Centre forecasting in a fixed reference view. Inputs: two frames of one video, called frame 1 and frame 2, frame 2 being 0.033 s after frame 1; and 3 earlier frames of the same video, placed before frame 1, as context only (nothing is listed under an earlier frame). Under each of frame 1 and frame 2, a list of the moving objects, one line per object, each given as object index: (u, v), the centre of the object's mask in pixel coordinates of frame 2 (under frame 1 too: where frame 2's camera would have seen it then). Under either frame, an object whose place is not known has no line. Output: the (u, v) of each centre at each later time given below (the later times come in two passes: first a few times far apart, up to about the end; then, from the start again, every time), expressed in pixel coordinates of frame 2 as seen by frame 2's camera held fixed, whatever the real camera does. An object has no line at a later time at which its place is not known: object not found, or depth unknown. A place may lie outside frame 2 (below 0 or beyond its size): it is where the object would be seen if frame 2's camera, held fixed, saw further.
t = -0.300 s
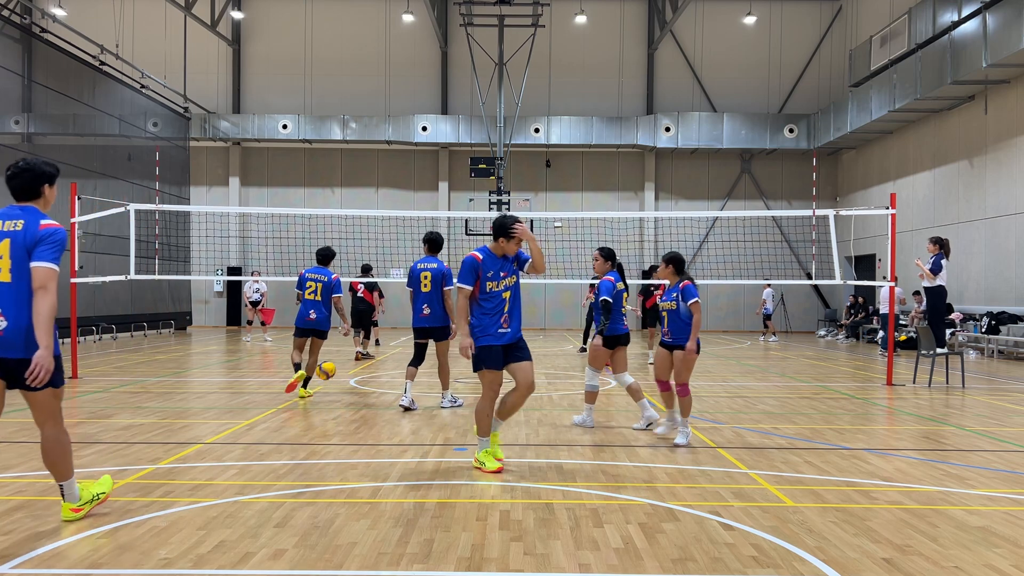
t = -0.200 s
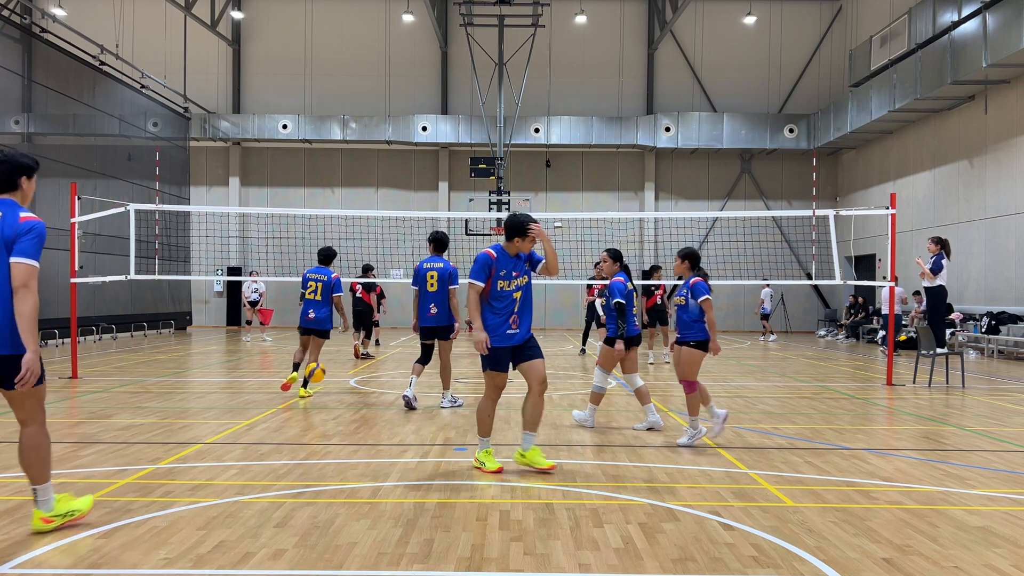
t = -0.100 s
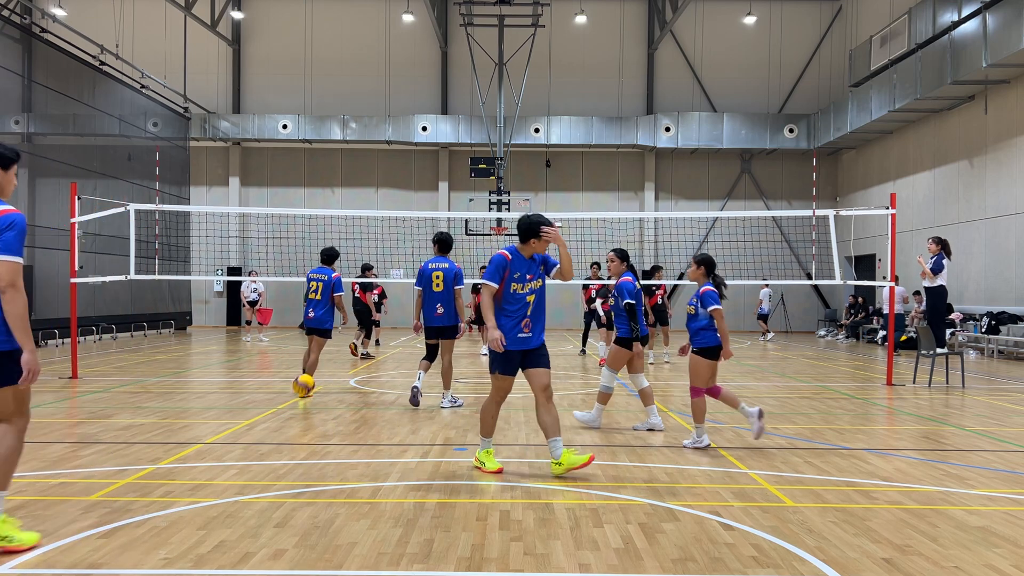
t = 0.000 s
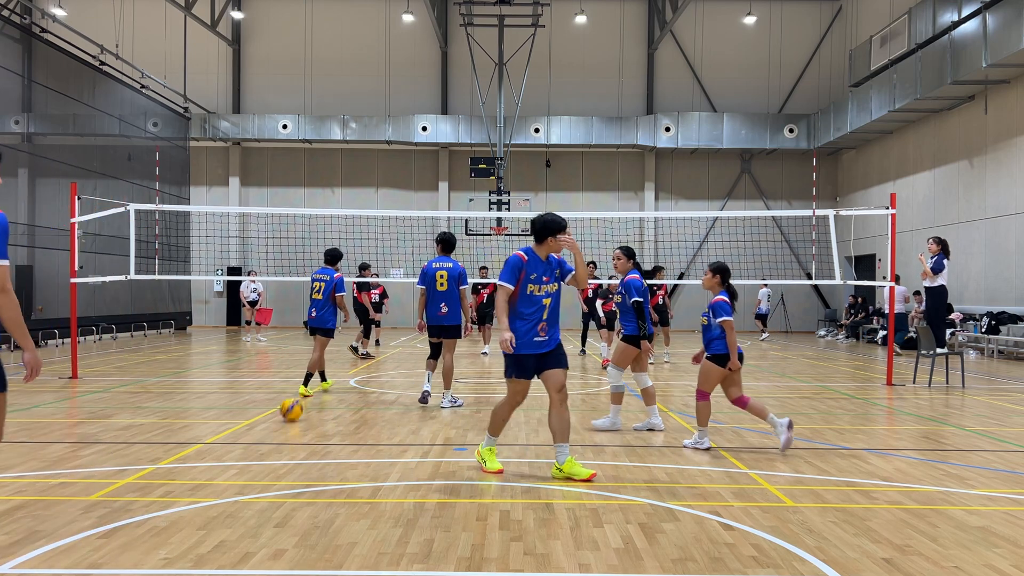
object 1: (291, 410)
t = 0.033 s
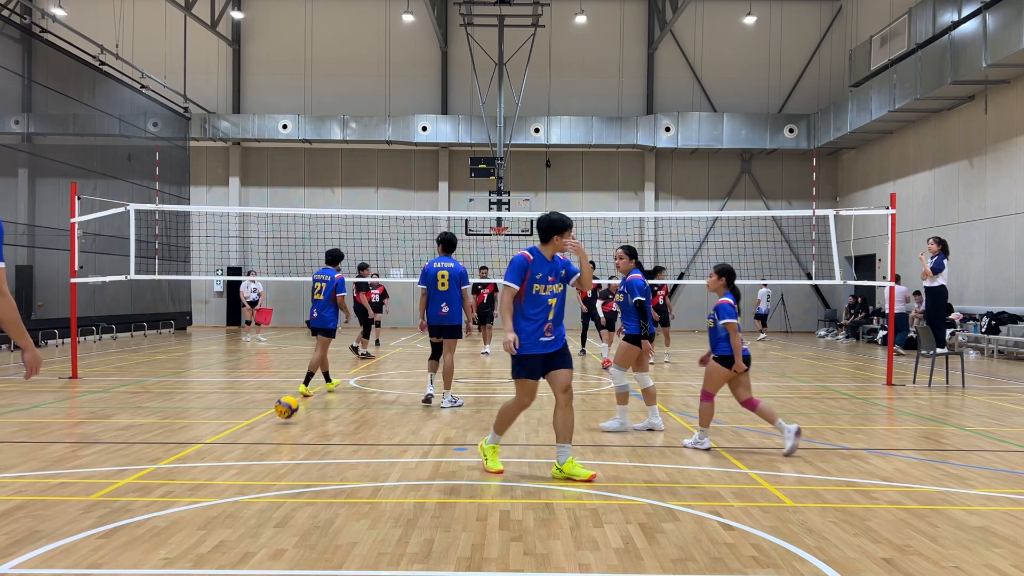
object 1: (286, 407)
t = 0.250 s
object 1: (254, 403)
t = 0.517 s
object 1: (200, 436)
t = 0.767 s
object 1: (130, 481)
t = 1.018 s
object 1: (25, 518)
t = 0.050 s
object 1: (285, 405)
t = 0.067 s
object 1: (282, 403)
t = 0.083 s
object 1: (280, 402)
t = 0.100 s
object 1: (278, 400)
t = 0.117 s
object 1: (275, 399)
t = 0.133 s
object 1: (273, 399)
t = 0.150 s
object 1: (270, 398)
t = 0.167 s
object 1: (268, 398)
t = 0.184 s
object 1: (265, 398)
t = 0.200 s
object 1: (263, 399)
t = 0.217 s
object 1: (260, 400)
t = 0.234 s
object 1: (257, 401)
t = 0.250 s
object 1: (254, 403)
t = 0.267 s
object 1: (251, 405)
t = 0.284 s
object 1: (248, 408)
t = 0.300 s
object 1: (245, 411)
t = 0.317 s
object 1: (242, 413)
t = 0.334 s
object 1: (239, 417)
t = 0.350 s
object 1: (236, 422)
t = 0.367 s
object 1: (232, 426)
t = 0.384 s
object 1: (229, 431)
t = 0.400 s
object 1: (225, 437)
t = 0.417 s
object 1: (222, 444)
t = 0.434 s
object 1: (218, 444)
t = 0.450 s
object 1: (215, 441)
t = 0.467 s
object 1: (211, 439)
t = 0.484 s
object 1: (208, 438)
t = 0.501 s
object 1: (204, 436)
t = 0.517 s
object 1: (200, 436)
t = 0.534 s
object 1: (196, 435)
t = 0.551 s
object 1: (192, 435)
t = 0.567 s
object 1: (188, 436)
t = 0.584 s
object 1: (184, 437)
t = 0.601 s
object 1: (180, 438)
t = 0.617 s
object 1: (175, 439)
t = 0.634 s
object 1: (171, 442)
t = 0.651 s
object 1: (166, 445)
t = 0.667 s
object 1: (161, 448)
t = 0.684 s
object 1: (156, 452)
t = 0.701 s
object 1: (151, 456)
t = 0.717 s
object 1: (146, 462)
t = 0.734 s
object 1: (141, 468)
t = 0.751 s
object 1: (136, 474)
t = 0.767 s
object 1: (130, 481)
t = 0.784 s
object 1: (124, 489)
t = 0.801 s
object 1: (118, 494)
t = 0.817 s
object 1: (112, 492)
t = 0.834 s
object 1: (106, 491)
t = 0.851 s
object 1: (100, 490)
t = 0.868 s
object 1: (93, 490)
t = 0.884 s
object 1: (86, 490)
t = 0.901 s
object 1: (80, 492)
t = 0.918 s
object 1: (72, 493)
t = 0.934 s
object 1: (65, 495)
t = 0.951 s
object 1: (57, 499)
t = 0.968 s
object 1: (50, 502)
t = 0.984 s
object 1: (42, 506)
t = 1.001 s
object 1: (33, 511)
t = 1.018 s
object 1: (25, 518)
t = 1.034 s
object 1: (20, 524)
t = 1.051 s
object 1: (15, 531)
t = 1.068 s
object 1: (11, 539)
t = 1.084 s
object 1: (7, 547)
